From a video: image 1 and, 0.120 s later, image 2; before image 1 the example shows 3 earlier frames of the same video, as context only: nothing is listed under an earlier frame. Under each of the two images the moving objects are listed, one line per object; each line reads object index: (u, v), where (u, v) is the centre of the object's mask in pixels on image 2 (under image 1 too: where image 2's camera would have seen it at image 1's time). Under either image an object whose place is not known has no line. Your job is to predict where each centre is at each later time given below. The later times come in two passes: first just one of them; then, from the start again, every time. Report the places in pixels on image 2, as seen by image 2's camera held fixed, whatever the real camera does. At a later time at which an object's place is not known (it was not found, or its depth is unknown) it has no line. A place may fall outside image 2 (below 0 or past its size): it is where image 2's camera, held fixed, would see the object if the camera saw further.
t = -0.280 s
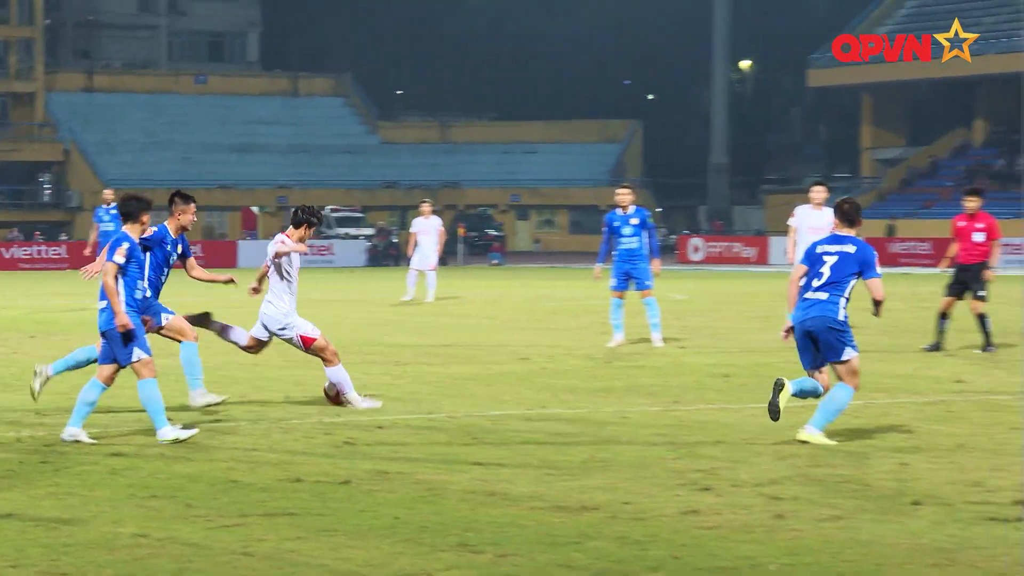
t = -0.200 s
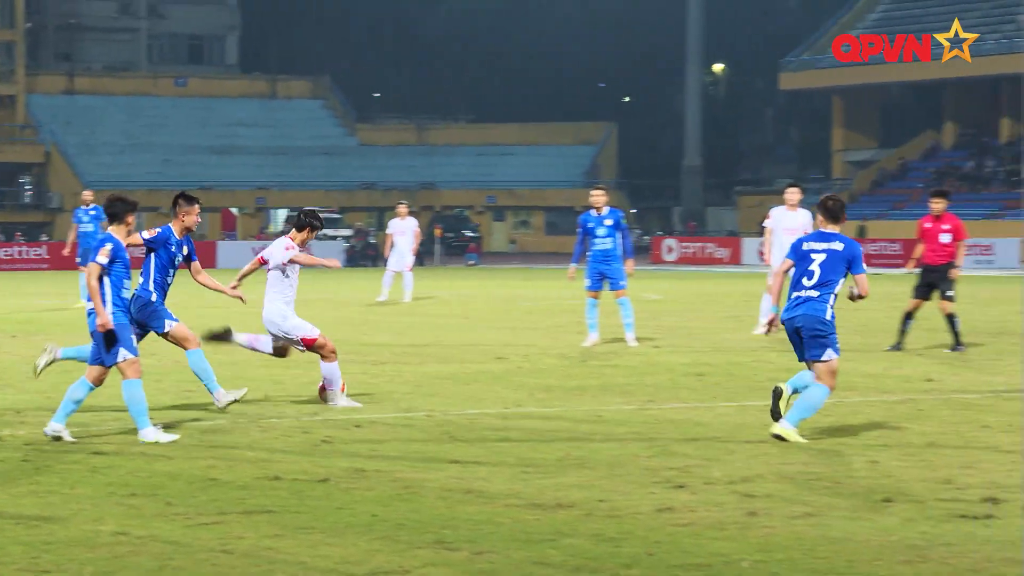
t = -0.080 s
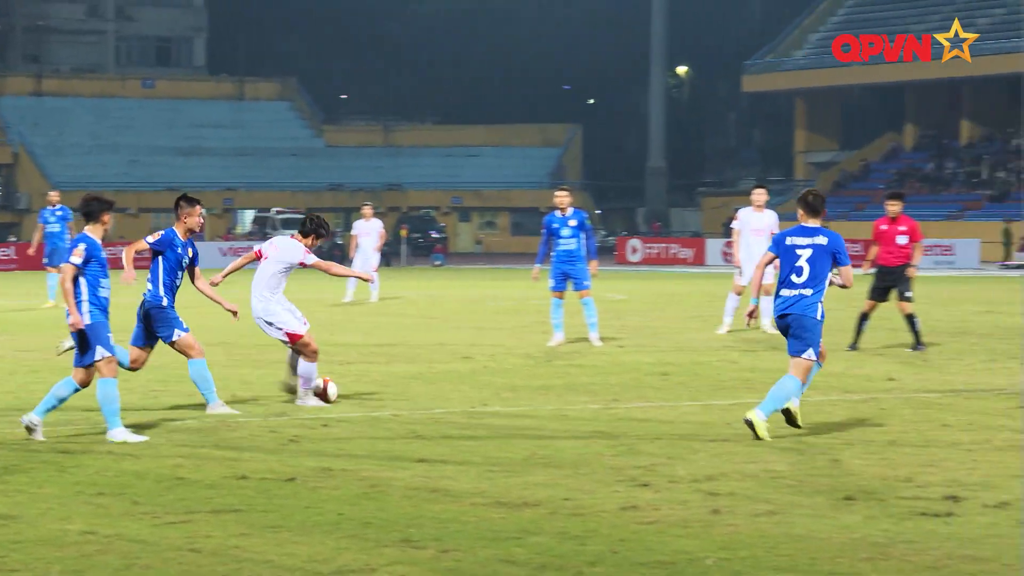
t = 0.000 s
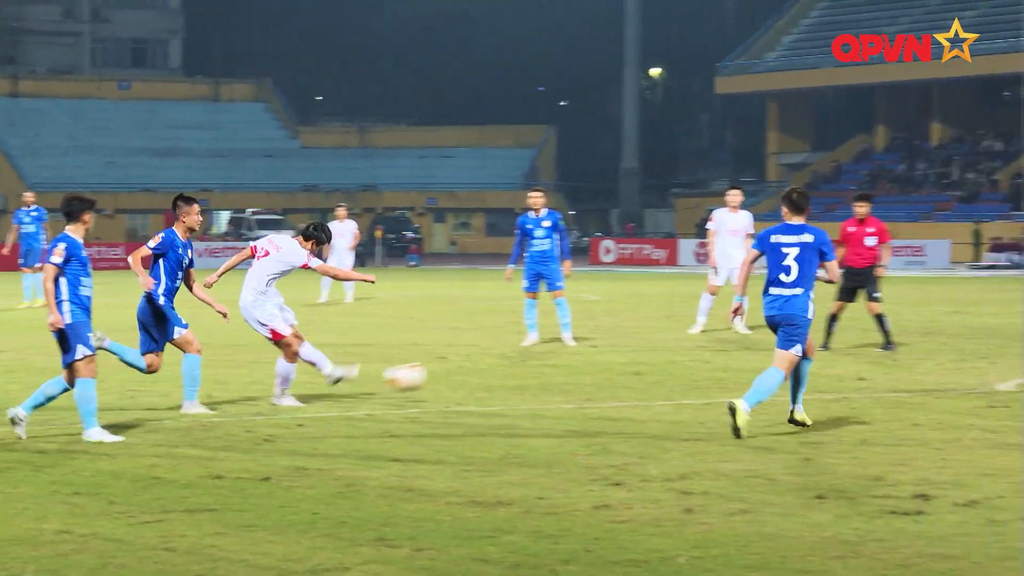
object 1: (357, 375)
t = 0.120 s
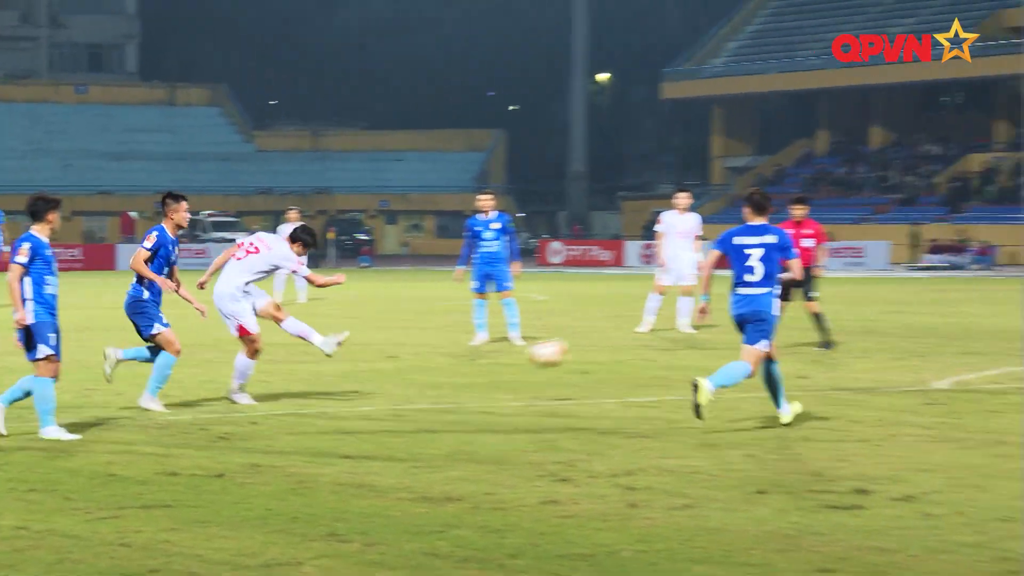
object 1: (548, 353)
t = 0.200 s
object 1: (673, 340)
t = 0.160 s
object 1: (611, 346)
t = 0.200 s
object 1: (673, 340)
